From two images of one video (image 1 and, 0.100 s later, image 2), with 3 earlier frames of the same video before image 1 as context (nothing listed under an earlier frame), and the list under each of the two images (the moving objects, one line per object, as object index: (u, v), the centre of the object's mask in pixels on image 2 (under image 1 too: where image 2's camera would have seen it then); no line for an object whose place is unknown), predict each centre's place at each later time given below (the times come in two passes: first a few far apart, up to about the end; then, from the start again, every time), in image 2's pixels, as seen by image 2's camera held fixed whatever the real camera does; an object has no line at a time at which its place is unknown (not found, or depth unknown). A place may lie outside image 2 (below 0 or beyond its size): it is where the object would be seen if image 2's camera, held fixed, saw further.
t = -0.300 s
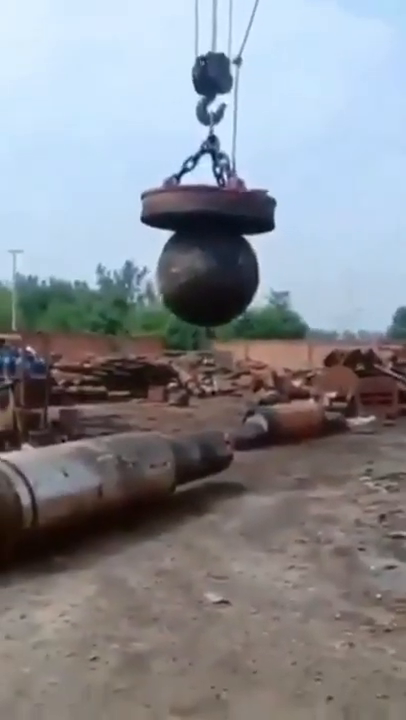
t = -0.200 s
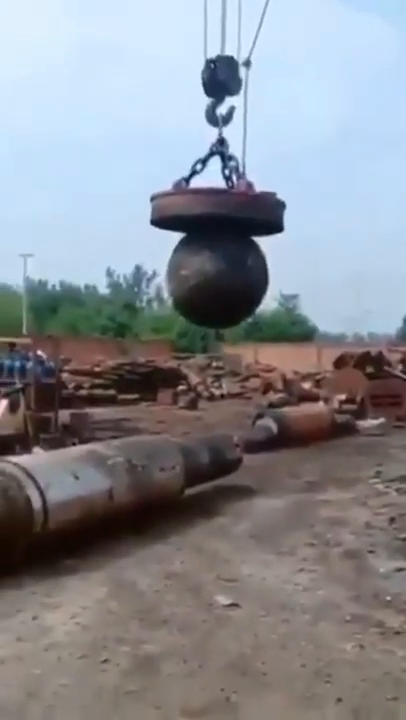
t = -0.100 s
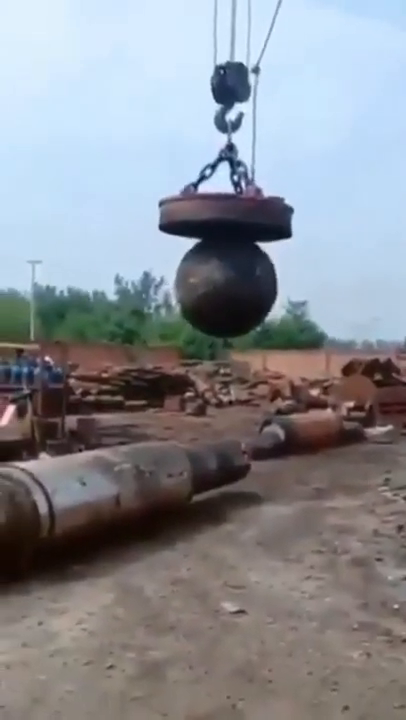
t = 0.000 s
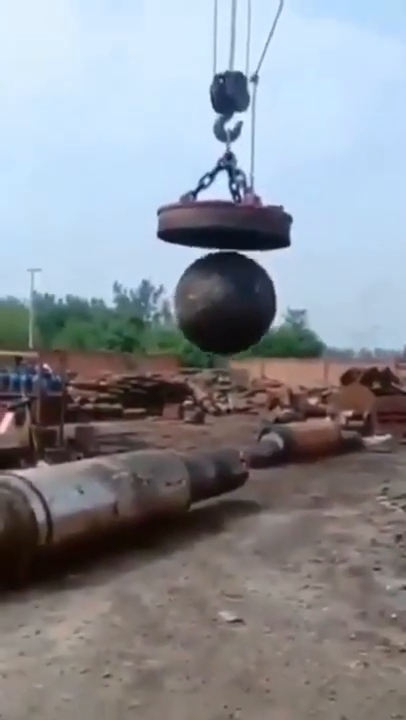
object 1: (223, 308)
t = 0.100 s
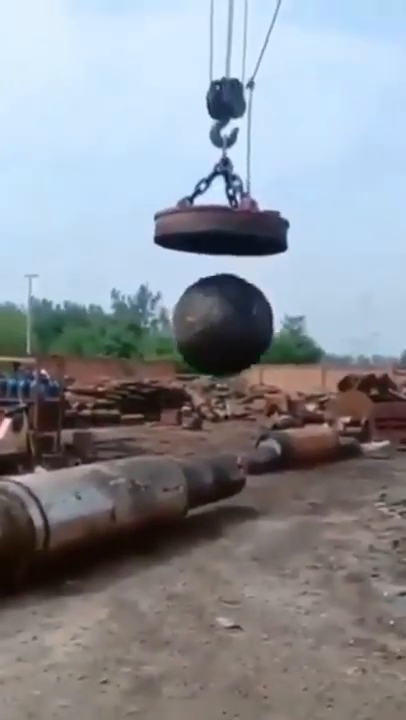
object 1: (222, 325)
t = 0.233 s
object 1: (221, 359)
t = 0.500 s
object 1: (222, 424)
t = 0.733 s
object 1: (229, 426)
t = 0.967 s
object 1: (245, 434)
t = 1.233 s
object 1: (275, 462)
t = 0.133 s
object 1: (222, 332)
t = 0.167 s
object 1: (222, 340)
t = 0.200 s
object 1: (222, 349)
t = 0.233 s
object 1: (221, 359)
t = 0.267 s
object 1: (222, 370)
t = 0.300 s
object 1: (222, 381)
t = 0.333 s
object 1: (221, 395)
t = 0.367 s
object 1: (221, 408)
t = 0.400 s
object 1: (221, 420)
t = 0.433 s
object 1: (221, 424)
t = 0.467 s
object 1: (222, 424)
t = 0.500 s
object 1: (222, 424)
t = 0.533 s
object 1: (222, 423)
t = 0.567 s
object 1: (223, 424)
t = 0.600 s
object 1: (224, 424)
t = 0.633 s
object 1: (225, 424)
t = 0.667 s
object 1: (226, 425)
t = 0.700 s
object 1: (227, 425)
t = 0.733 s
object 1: (229, 426)
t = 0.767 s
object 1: (229, 426)
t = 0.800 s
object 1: (231, 426)
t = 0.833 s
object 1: (233, 428)
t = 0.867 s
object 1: (235, 428)
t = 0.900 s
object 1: (237, 429)
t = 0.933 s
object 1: (243, 434)
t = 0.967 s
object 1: (245, 434)
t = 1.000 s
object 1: (248, 435)
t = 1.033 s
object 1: (251, 437)
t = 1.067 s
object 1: (255, 440)
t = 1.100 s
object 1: (258, 442)
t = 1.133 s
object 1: (262, 444)
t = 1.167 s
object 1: (265, 446)
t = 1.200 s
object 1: (271, 459)
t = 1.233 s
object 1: (275, 462)
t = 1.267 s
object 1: (278, 462)
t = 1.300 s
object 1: (280, 463)
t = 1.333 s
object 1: (281, 461)
